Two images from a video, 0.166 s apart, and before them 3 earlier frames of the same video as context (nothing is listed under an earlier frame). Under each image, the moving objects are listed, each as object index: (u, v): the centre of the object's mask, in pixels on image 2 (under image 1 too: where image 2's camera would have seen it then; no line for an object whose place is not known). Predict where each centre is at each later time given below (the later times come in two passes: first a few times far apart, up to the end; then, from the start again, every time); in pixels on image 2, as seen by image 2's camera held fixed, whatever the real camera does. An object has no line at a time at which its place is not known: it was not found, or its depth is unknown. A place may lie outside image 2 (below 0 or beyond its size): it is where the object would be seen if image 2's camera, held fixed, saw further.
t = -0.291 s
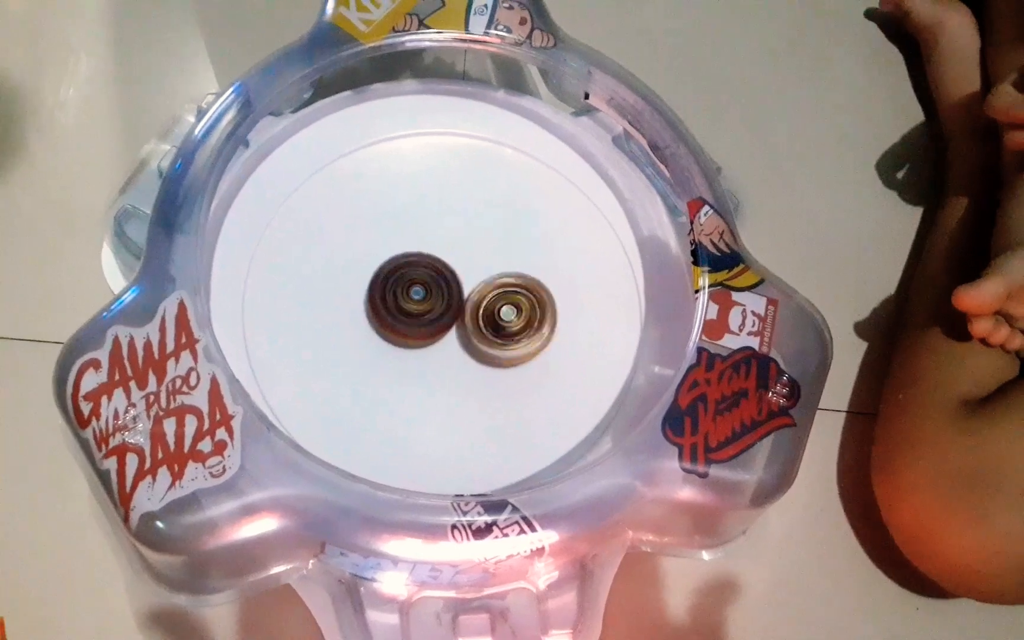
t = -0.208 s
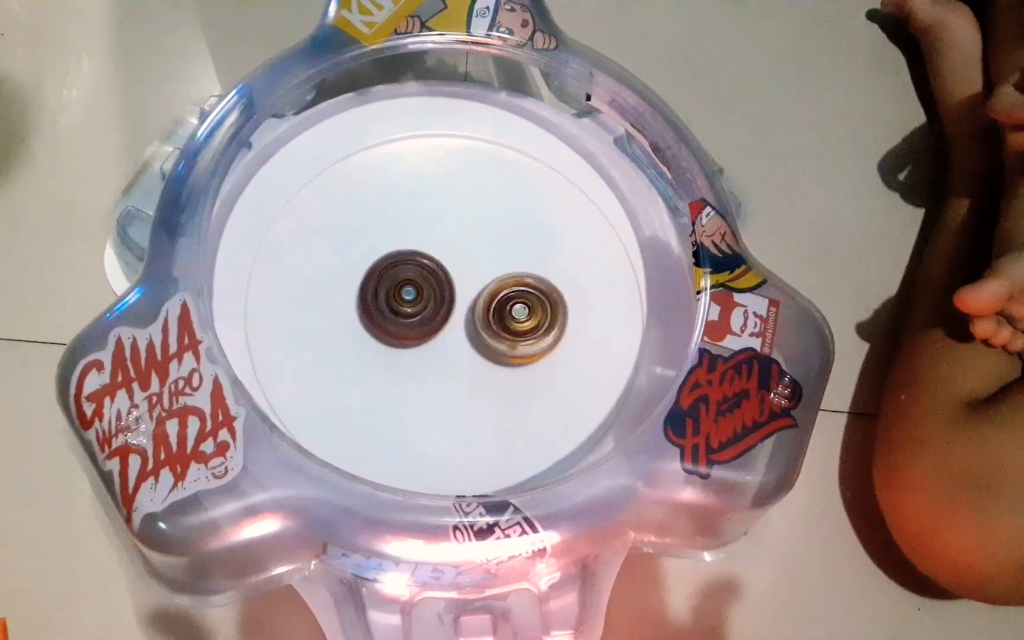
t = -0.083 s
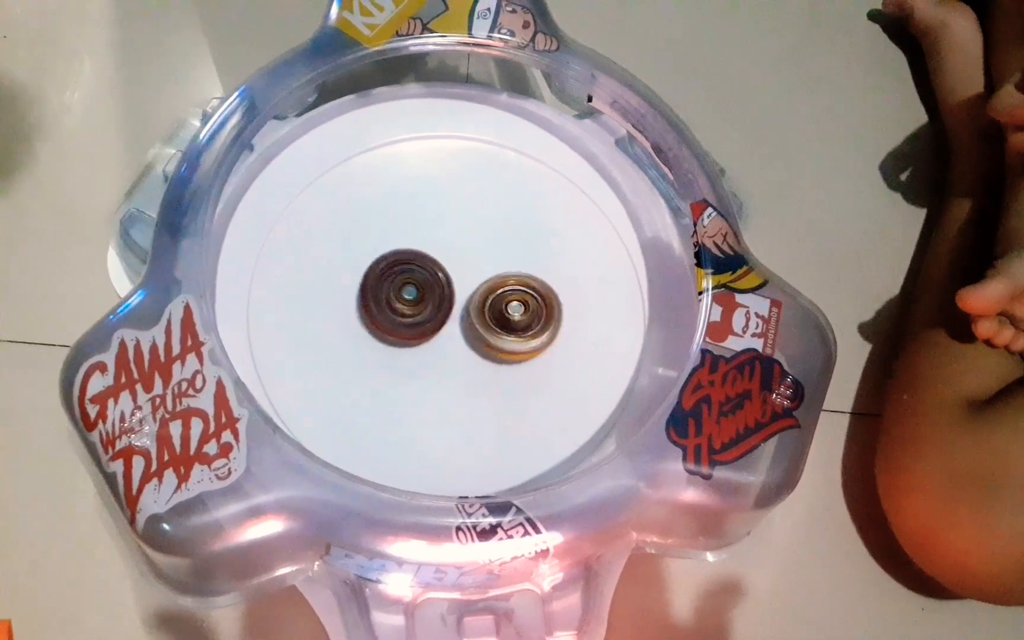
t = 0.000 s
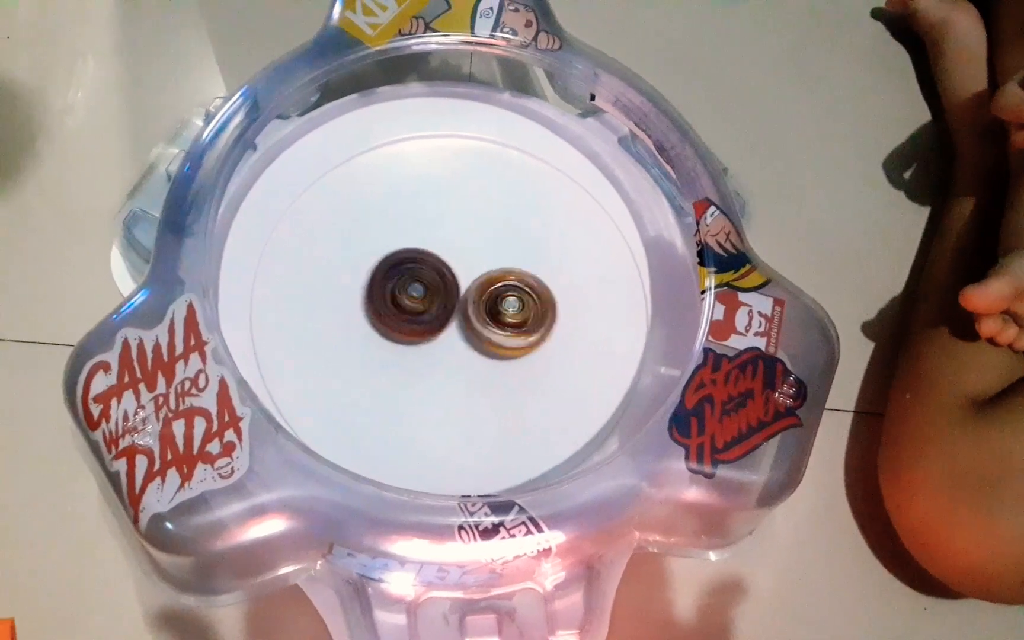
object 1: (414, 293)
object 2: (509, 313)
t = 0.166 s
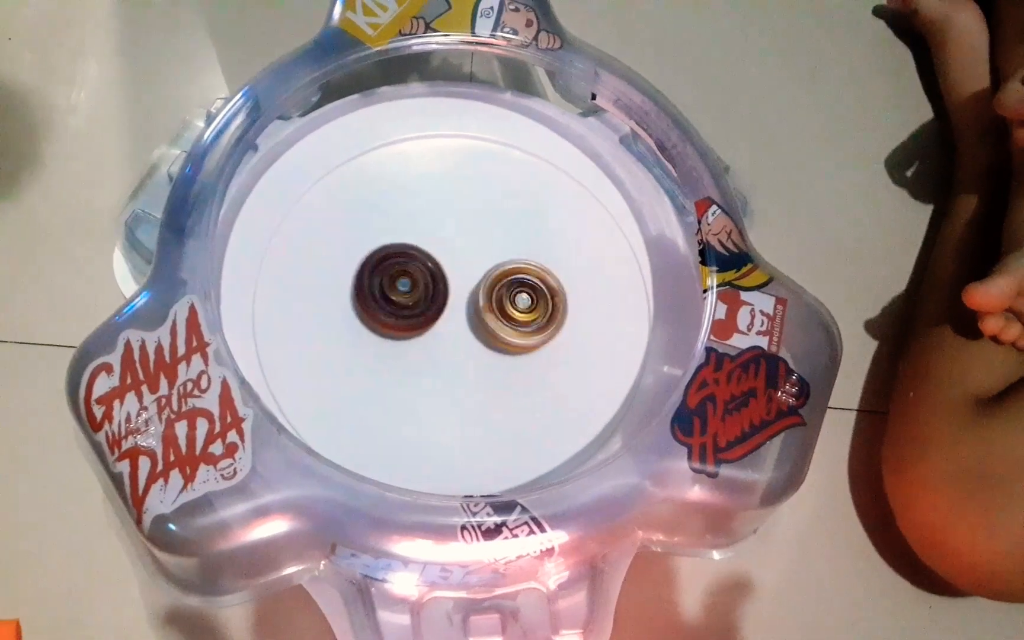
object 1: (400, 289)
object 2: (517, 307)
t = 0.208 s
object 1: (404, 289)
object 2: (515, 304)
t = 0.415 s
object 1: (421, 295)
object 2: (516, 294)
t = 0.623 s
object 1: (419, 297)
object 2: (520, 294)
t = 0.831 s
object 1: (414, 296)
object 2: (523, 298)
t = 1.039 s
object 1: (421, 299)
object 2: (516, 301)
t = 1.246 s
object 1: (413, 307)
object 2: (522, 308)
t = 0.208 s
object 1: (404, 289)
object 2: (515, 304)
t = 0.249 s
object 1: (410, 289)
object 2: (513, 301)
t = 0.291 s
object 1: (416, 289)
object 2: (512, 299)
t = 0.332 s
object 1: (420, 291)
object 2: (514, 297)
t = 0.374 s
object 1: (420, 293)
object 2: (515, 296)
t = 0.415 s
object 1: (421, 295)
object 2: (516, 294)
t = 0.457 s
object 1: (419, 297)
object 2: (518, 293)
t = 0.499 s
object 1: (420, 298)
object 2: (518, 292)
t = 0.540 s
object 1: (422, 298)
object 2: (518, 290)
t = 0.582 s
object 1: (420, 297)
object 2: (520, 292)
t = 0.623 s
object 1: (419, 297)
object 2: (520, 294)
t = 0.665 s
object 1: (421, 295)
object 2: (519, 295)
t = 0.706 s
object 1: (423, 294)
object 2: (517, 296)
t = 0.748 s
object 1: (421, 294)
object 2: (519, 296)
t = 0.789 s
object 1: (415, 294)
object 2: (523, 297)
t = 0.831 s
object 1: (414, 296)
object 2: (523, 298)
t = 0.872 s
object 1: (415, 297)
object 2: (520, 299)
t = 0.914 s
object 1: (418, 298)
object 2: (517, 299)
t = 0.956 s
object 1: (421, 298)
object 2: (515, 299)
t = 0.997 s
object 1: (421, 297)
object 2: (515, 300)
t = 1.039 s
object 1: (421, 299)
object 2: (516, 301)
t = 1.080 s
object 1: (421, 301)
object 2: (517, 304)
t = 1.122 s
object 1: (421, 302)
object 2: (518, 306)
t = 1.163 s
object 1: (420, 304)
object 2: (517, 307)
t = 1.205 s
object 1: (419, 306)
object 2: (517, 307)
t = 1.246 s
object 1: (413, 307)
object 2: (522, 308)
